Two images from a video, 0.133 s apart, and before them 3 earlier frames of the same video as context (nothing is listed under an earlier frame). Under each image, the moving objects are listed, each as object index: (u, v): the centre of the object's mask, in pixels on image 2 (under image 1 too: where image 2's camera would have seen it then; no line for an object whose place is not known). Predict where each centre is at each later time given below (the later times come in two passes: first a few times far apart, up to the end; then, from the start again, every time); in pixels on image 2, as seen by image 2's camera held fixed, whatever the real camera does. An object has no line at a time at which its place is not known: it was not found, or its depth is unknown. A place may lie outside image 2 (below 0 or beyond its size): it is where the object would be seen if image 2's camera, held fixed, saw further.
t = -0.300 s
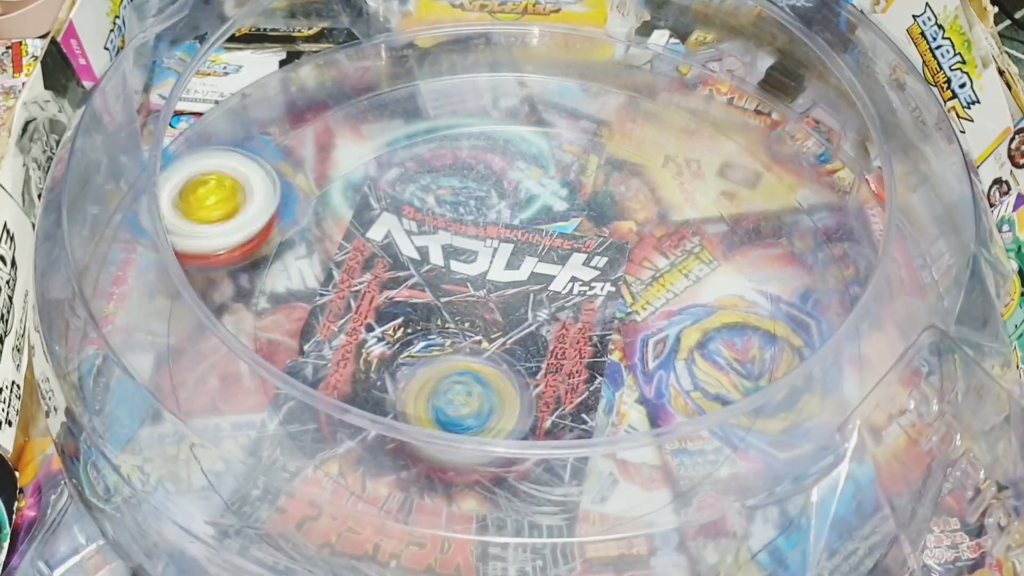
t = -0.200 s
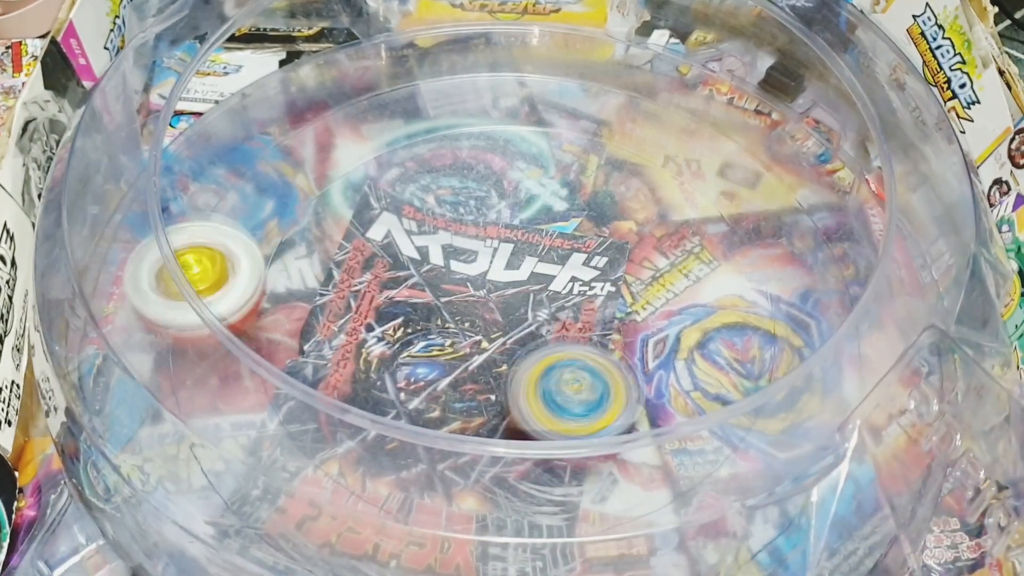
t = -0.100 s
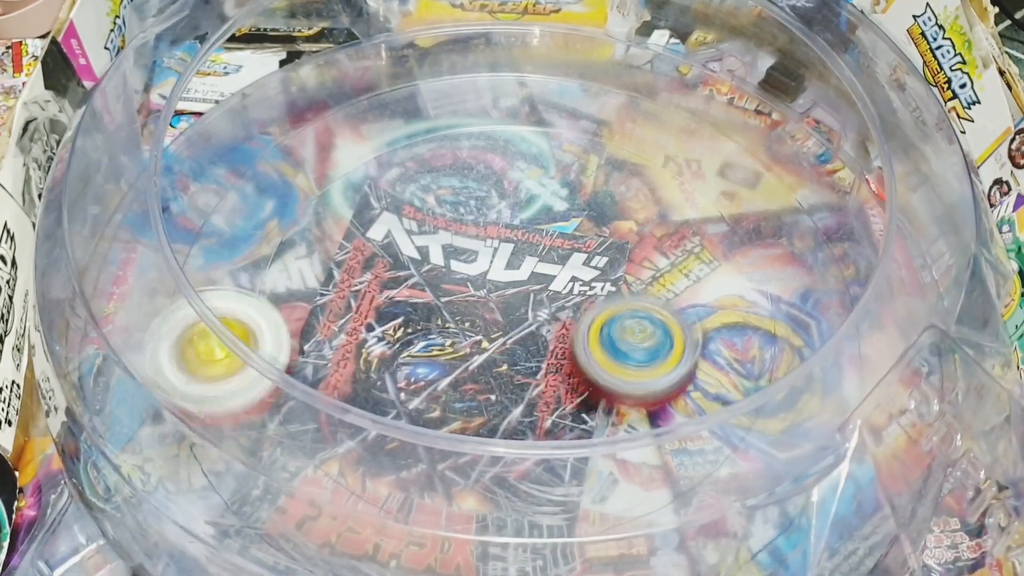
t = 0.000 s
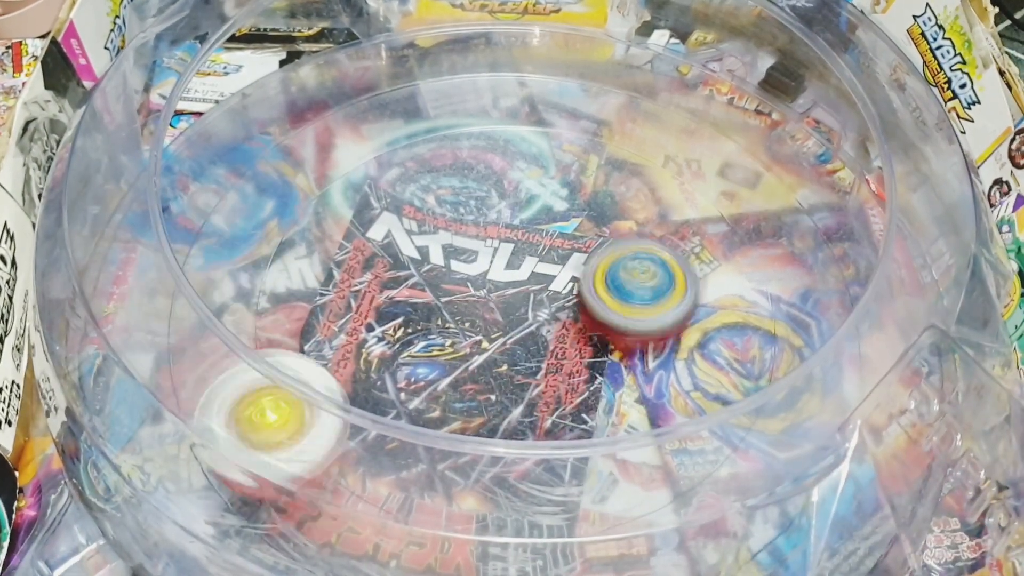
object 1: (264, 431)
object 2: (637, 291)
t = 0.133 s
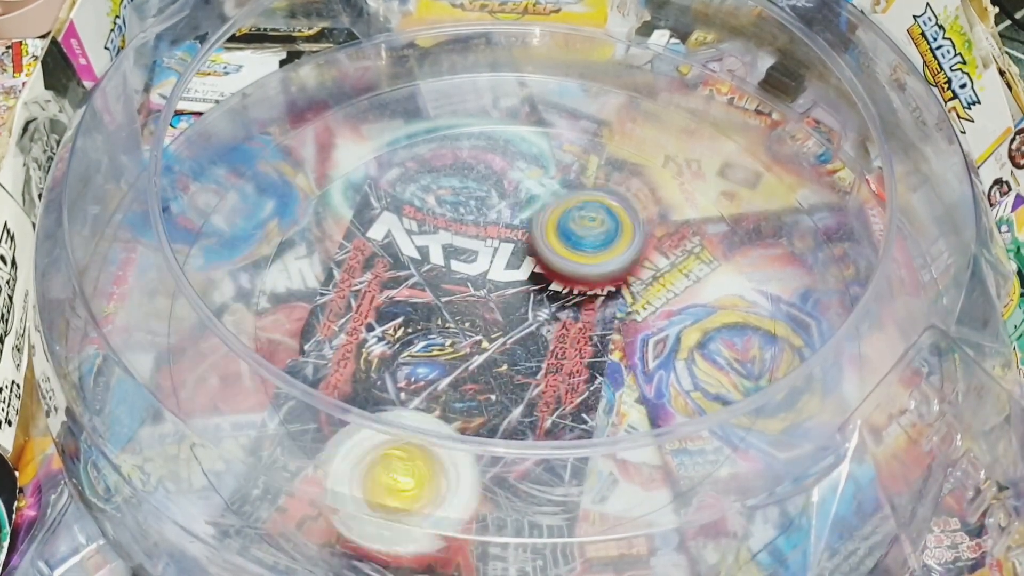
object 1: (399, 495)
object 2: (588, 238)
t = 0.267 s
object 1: (621, 470)
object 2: (512, 234)
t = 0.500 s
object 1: (783, 178)
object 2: (479, 333)
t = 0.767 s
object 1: (562, 31)
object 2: (590, 310)
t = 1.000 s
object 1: (311, 110)
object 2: (516, 270)
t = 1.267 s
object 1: (186, 337)
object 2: (525, 345)
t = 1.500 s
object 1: (371, 516)
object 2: (552, 297)
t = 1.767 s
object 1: (685, 524)
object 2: (525, 308)
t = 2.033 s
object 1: (836, 348)
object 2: (527, 320)
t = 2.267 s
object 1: (797, 186)
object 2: (522, 313)
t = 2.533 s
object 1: (632, 82)
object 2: (517, 313)
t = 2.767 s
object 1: (475, 70)
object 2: (519, 313)
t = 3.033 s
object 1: (328, 130)
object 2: (519, 311)
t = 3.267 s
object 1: (282, 289)
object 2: (521, 306)
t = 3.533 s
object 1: (690, 416)
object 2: (522, 305)
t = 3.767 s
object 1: (811, 180)
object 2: (524, 305)
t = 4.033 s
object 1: (683, 54)
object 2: (522, 306)
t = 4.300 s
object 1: (505, 103)
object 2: (527, 305)
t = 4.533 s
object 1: (372, 348)
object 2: (530, 305)
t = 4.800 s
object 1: (748, 483)
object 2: (529, 305)
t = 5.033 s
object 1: (843, 380)
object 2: (529, 307)
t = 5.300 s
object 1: (817, 266)
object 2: (528, 309)
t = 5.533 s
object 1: (751, 185)
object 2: (525, 311)
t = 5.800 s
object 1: (537, 137)
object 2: (524, 311)
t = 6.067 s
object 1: (374, 403)
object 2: (520, 314)
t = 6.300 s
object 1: (711, 411)
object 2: (521, 313)
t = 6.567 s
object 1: (580, 155)
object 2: (521, 312)
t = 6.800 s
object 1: (298, 246)
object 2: (523, 311)
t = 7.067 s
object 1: (531, 458)
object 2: (527, 306)
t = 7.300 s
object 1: (699, 234)
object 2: (523, 301)
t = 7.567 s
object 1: (426, 126)
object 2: (522, 304)
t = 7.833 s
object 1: (410, 397)
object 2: (524, 305)
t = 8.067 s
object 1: (737, 335)
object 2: (525, 307)
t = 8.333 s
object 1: (596, 132)
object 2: (529, 306)
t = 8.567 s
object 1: (352, 262)
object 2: (529, 304)
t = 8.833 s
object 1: (614, 453)
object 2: (527, 307)
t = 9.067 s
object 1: (720, 255)
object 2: (525, 308)
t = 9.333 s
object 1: (422, 175)
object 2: (526, 308)
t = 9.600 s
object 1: (397, 420)
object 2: (524, 307)
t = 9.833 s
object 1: (682, 361)
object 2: (519, 308)
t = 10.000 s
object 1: (656, 201)
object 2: (519, 311)
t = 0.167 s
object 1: (443, 502)
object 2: (570, 232)
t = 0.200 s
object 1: (504, 507)
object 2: (552, 228)
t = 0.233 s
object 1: (556, 496)
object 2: (531, 228)
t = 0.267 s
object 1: (621, 470)
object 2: (512, 234)
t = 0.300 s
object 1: (677, 444)
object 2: (495, 242)
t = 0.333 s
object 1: (719, 404)
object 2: (480, 254)
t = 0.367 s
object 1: (744, 351)
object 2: (470, 268)
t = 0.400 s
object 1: (776, 305)
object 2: (464, 284)
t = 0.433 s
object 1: (786, 263)
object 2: (464, 302)
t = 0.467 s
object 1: (786, 221)
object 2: (469, 318)
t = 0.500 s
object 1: (783, 178)
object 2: (479, 333)
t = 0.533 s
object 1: (777, 143)
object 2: (492, 344)
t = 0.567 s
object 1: (751, 115)
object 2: (509, 350)
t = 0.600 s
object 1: (721, 92)
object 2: (526, 352)
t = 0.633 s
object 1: (689, 68)
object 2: (545, 353)
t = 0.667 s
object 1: (661, 50)
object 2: (561, 347)
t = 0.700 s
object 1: (633, 35)
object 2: (574, 339)
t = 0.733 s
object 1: (601, 28)
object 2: (584, 326)
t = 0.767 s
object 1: (562, 31)
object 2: (590, 310)
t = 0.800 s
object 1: (528, 31)
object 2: (590, 297)
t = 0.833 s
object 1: (493, 34)
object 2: (585, 283)
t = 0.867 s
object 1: (460, 40)
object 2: (575, 273)
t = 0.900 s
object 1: (423, 48)
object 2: (563, 266)
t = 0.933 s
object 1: (385, 60)
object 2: (546, 263)
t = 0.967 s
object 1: (346, 85)
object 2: (530, 265)
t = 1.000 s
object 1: (311, 110)
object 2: (516, 270)
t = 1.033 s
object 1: (282, 135)
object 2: (503, 276)
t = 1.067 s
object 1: (257, 167)
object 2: (493, 286)
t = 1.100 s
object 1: (236, 188)
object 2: (488, 299)
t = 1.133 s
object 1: (222, 214)
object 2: (489, 311)
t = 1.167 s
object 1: (220, 243)
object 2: (493, 323)
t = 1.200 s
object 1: (195, 277)
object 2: (501, 334)
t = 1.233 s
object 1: (186, 306)
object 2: (512, 340)
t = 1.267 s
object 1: (186, 337)
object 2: (525, 345)
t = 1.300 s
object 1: (186, 381)
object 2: (539, 346)
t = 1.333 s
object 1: (211, 414)
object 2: (550, 343)
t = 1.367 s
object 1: (234, 440)
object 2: (561, 333)
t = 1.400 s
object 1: (265, 466)
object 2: (566, 325)
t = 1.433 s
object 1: (301, 491)
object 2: (566, 314)
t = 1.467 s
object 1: (334, 506)
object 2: (561, 305)
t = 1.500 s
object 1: (371, 516)
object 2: (552, 297)
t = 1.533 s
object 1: (409, 524)
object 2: (541, 296)
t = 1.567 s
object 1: (453, 528)
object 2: (532, 295)
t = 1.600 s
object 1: (494, 532)
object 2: (526, 296)
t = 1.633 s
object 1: (538, 533)
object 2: (523, 300)
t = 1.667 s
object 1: (575, 533)
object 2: (521, 301)
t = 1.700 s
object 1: (614, 532)
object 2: (521, 304)
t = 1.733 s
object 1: (652, 528)
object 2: (522, 306)
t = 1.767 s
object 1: (685, 524)
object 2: (525, 308)
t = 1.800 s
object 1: (725, 517)
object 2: (527, 310)
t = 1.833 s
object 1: (752, 506)
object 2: (529, 313)
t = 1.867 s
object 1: (778, 484)
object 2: (530, 315)
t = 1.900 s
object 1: (798, 460)
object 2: (529, 317)
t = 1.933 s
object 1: (814, 438)
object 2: (529, 319)
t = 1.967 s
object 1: (820, 404)
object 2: (528, 321)
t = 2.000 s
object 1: (828, 374)
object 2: (528, 321)
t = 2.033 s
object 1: (836, 348)
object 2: (527, 320)
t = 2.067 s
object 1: (836, 322)
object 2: (527, 319)
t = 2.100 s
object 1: (831, 297)
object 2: (527, 318)
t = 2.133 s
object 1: (823, 275)
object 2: (526, 316)
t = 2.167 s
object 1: (818, 252)
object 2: (525, 315)
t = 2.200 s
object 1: (814, 234)
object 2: (524, 314)
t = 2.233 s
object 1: (805, 208)
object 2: (523, 313)
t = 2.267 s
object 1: (797, 186)
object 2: (522, 313)
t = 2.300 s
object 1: (785, 169)
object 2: (521, 313)
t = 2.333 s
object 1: (773, 151)
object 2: (520, 314)
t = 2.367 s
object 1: (755, 135)
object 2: (520, 313)
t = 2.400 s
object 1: (730, 120)
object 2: (518, 313)
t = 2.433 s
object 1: (704, 109)
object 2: (518, 313)
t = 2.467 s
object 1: (681, 98)
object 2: (517, 313)
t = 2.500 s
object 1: (657, 91)
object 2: (517, 313)
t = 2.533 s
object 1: (632, 82)
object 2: (517, 313)
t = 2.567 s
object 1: (611, 77)
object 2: (517, 313)
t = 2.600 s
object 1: (589, 73)
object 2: (517, 312)
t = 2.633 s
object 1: (566, 70)
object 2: (518, 312)
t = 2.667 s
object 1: (543, 69)
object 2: (518, 312)
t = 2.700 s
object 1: (518, 68)
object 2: (519, 312)
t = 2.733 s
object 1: (496, 69)
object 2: (519, 312)
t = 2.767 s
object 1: (475, 70)
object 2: (519, 313)
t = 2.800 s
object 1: (453, 73)
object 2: (519, 313)
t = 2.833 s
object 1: (432, 77)
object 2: (519, 313)
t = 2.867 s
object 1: (412, 83)
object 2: (519, 313)
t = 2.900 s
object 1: (393, 90)
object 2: (518, 312)
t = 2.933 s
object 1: (376, 98)
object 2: (518, 312)
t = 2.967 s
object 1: (359, 108)
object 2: (518, 312)
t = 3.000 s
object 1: (342, 119)
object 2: (518, 311)
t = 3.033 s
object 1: (328, 130)
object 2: (519, 311)
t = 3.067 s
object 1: (316, 142)
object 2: (519, 311)
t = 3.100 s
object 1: (304, 156)
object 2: (520, 311)
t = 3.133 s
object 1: (295, 176)
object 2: (520, 310)
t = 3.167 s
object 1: (285, 195)
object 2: (520, 309)
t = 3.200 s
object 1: (277, 216)
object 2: (521, 308)
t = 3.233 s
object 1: (274, 248)
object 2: (521, 307)
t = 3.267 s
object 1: (282, 289)
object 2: (521, 306)
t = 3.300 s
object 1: (304, 324)
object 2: (521, 306)
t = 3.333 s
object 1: (336, 370)
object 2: (521, 305)
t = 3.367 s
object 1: (386, 413)
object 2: (521, 305)
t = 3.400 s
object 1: (447, 448)
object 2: (521, 305)
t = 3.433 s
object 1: (512, 458)
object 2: (522, 305)
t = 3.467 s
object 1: (579, 457)
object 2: (522, 305)
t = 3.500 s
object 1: (635, 434)
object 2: (522, 305)
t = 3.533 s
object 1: (690, 416)
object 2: (522, 305)
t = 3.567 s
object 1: (738, 382)
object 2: (522, 305)
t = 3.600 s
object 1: (763, 336)
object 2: (522, 305)
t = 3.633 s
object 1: (790, 297)
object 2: (522, 305)
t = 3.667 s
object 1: (809, 264)
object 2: (522, 305)
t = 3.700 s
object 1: (822, 236)
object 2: (523, 305)
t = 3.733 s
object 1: (825, 207)
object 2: (523, 305)
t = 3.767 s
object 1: (811, 180)
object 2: (524, 305)
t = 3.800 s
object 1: (793, 156)
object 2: (524, 305)
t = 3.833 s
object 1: (778, 131)
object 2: (524, 305)
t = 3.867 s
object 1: (758, 113)
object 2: (524, 305)
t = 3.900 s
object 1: (744, 96)
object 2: (523, 305)
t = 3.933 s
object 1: (731, 84)
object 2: (523, 306)
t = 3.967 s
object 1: (717, 73)
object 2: (523, 306)
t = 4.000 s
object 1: (704, 60)
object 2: (523, 306)
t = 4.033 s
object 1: (683, 54)
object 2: (522, 306)
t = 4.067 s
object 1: (661, 55)
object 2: (522, 306)
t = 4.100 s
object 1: (641, 55)
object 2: (522, 305)
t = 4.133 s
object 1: (620, 57)
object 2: (522, 305)
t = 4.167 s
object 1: (596, 64)
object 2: (523, 305)
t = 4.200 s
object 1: (571, 74)
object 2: (524, 305)
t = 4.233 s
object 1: (549, 81)
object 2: (525, 305)
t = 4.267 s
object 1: (528, 91)
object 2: (526, 305)
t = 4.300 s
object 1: (505, 103)
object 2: (527, 305)
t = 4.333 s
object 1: (478, 123)
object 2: (528, 306)
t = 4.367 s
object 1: (448, 147)
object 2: (529, 305)
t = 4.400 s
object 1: (419, 174)
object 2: (530, 305)
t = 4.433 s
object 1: (390, 211)
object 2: (530, 305)
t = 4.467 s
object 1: (371, 253)
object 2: (530, 305)
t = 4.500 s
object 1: (363, 303)
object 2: (530, 305)
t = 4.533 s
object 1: (372, 348)
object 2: (530, 305)
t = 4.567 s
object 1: (395, 396)
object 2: (530, 305)
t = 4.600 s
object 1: (436, 432)
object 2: (529, 304)
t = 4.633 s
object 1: (479, 467)
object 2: (529, 305)
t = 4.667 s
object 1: (539, 495)
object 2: (529, 305)
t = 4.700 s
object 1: (601, 503)
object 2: (529, 305)
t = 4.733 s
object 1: (663, 497)
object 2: (529, 305)
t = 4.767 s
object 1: (714, 491)
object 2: (529, 305)
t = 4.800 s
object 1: (748, 483)
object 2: (529, 305)
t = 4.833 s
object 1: (782, 477)
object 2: (529, 305)
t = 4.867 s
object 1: (800, 463)
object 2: (529, 305)
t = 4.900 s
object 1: (806, 448)
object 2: (528, 306)
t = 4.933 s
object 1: (821, 433)
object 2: (529, 306)
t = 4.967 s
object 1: (827, 413)
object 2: (529, 307)
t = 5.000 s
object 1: (837, 398)
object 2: (529, 307)
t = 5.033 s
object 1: (843, 380)
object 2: (529, 307)
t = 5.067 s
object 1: (844, 364)
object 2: (529, 308)
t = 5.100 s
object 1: (838, 347)
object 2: (529, 308)
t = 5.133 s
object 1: (836, 333)
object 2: (528, 308)
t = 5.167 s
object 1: (840, 325)
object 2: (528, 309)
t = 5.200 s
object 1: (838, 311)
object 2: (528, 309)
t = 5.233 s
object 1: (833, 296)
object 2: (528, 309)
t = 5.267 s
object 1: (819, 277)
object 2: (528, 309)
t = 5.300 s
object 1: (817, 266)
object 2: (528, 309)
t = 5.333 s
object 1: (813, 255)
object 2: (528, 310)
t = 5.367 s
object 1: (807, 245)
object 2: (527, 310)
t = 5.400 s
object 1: (798, 232)
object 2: (526, 310)
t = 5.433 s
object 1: (789, 220)
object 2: (526, 310)
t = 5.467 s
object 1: (778, 207)
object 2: (526, 311)
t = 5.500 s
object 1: (765, 195)
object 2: (525, 311)
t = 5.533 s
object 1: (751, 185)
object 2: (525, 311)
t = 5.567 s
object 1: (739, 176)
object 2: (526, 311)
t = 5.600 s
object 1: (725, 166)
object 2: (525, 311)
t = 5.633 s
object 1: (706, 156)
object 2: (525, 311)
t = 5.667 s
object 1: (683, 144)
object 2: (525, 311)
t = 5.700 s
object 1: (653, 135)
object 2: (525, 311)
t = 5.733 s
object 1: (618, 132)
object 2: (525, 311)
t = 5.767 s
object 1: (582, 132)
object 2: (525, 311)
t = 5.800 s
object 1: (537, 137)
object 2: (524, 311)
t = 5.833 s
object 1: (489, 152)
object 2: (524, 312)
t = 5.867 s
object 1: (448, 169)
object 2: (524, 312)
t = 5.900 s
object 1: (407, 193)
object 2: (523, 312)
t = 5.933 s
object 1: (373, 230)
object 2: (523, 313)
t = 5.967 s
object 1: (352, 270)
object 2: (522, 313)
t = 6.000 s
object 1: (344, 317)
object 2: (521, 314)
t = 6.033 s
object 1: (354, 353)
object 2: (520, 314)
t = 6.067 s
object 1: (374, 403)
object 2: (520, 314)
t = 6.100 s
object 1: (413, 444)
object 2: (520, 313)
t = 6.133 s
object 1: (457, 473)
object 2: (520, 312)
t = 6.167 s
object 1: (512, 496)
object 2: (519, 313)
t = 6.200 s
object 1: (581, 494)
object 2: (520, 312)
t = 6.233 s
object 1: (633, 473)
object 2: (520, 312)
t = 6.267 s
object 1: (674, 451)
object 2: (520, 312)
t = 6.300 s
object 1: (711, 411)
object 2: (521, 313)
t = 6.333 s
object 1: (729, 361)
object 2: (522, 314)
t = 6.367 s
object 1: (741, 335)
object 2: (522, 314)
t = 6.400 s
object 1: (738, 295)
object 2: (521, 314)
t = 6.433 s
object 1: (722, 258)
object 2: (521, 314)
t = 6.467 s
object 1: (699, 223)
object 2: (520, 314)
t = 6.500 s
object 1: (662, 192)
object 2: (520, 313)
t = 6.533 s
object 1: (625, 173)
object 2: (520, 312)
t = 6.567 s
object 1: (580, 155)
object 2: (521, 312)
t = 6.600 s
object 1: (534, 146)
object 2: (521, 311)
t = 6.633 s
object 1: (482, 143)
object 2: (522, 311)
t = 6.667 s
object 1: (437, 151)
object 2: (522, 311)
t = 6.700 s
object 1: (391, 166)
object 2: (522, 311)
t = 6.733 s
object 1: (353, 188)
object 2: (522, 311)
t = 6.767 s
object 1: (321, 213)
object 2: (522, 311)
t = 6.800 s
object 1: (298, 246)
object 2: (523, 311)
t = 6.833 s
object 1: (286, 281)
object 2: (523, 311)
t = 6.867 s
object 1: (291, 315)
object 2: (524, 310)
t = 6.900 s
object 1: (304, 357)
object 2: (524, 310)
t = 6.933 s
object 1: (329, 394)
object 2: (525, 311)
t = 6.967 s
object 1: (365, 428)
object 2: (525, 309)
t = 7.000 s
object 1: (418, 450)
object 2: (526, 309)
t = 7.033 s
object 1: (475, 460)
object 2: (527, 308)
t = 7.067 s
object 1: (531, 458)
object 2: (527, 306)
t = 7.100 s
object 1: (585, 440)
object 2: (527, 305)
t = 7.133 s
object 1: (633, 415)
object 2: (526, 305)
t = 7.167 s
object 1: (667, 379)
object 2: (525, 303)
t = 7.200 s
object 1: (695, 351)
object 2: (525, 302)
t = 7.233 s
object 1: (710, 309)
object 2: (525, 301)
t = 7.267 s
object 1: (709, 268)
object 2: (524, 301)
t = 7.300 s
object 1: (699, 234)
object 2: (523, 301)
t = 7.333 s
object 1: (681, 199)
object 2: (523, 302)
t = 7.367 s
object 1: (657, 165)
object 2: (522, 302)
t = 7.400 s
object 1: (623, 141)
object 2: (522, 302)
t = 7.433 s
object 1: (593, 124)
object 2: (521, 303)
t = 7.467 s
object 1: (554, 112)
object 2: (521, 303)
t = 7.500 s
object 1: (510, 106)
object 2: (521, 303)
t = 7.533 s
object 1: (469, 112)
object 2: (522, 304)
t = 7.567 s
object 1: (426, 126)
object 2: (522, 304)
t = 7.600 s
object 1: (391, 144)
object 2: (522, 305)
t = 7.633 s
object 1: (357, 169)
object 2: (523, 304)
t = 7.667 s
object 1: (337, 202)
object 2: (523, 305)
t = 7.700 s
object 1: (322, 239)
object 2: (524, 305)
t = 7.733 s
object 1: (323, 280)
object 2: (524, 305)
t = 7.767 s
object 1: (337, 329)
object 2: (524, 305)
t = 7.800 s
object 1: (364, 364)
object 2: (524, 305)
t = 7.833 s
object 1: (410, 397)
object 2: (524, 305)
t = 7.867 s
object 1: (460, 421)
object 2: (524, 305)
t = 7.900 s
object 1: (516, 432)
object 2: (524, 305)
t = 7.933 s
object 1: (575, 430)
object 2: (524, 305)
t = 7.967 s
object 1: (628, 414)
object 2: (524, 305)
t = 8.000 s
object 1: (668, 387)
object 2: (525, 306)
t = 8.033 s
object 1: (711, 361)
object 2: (525, 306)
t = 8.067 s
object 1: (737, 335)
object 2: (525, 307)
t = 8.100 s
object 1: (752, 300)
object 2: (526, 307)
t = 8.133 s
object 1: (756, 264)
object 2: (526, 307)
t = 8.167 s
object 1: (746, 230)
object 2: (527, 306)
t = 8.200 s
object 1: (731, 204)
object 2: (528, 306)
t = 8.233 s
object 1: (704, 176)
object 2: (529, 306)
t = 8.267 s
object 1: (665, 156)
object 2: (529, 306)
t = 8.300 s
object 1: (633, 141)
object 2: (529, 306)
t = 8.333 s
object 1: (596, 132)
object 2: (529, 306)
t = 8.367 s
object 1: (552, 130)
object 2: (529, 306)
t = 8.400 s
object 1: (512, 134)
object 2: (529, 305)
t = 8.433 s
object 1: (467, 150)
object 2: (529, 305)
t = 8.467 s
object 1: (430, 162)
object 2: (529, 305)
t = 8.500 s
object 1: (398, 191)
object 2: (529, 305)
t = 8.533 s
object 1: (370, 225)
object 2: (529, 305)
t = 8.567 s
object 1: (352, 262)
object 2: (529, 304)
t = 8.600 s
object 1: (349, 303)
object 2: (529, 305)
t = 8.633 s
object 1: (358, 343)
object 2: (529, 305)
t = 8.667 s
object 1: (382, 383)
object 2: (528, 305)
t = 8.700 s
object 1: (415, 419)
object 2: (528, 306)
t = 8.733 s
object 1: (463, 436)
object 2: (528, 306)
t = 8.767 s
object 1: (514, 457)
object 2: (527, 306)
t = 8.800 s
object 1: (561, 461)
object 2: (527, 306)
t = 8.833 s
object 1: (614, 453)
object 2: (527, 307)
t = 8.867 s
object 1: (653, 430)
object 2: (526, 306)
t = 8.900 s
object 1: (690, 412)
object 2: (526, 307)
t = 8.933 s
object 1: (715, 381)
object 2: (526, 307)
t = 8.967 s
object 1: (728, 351)
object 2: (526, 307)
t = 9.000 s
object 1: (741, 319)
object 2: (525, 308)
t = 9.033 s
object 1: (734, 282)
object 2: (525, 308)
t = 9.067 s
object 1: (720, 255)
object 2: (525, 308)
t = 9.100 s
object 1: (699, 225)
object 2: (525, 308)
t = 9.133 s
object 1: (664, 201)
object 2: (526, 308)
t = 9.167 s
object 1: (633, 180)
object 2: (526, 308)
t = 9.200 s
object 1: (593, 163)
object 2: (526, 308)
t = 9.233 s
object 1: (551, 157)
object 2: (526, 308)
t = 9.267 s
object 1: (502, 160)
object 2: (526, 308)
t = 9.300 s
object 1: (459, 160)
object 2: (526, 308)
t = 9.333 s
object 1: (422, 175)
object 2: (526, 308)
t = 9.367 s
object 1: (383, 196)
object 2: (526, 307)
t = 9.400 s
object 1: (352, 224)
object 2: (526, 307)
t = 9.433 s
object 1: (333, 254)
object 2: (526, 307)
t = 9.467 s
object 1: (322, 290)
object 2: (527, 307)
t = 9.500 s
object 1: (323, 328)
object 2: (526, 308)
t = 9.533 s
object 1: (342, 352)
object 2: (525, 308)
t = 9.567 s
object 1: (365, 393)
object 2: (525, 308)
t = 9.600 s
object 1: (397, 420)
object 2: (524, 307)
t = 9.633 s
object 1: (445, 433)
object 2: (523, 307)
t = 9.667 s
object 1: (491, 439)
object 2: (522, 307)
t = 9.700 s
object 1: (541, 441)
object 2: (521, 307)
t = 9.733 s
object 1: (590, 432)
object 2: (519, 308)
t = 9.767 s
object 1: (624, 412)
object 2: (519, 308)
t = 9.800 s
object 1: (660, 382)
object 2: (519, 308)
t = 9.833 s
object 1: (682, 361)
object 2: (519, 308)
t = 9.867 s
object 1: (698, 326)
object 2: (519, 309)
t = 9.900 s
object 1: (701, 290)
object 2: (518, 310)
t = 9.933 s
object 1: (695, 261)
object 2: (518, 310)
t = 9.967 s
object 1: (682, 227)
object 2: (519, 311)
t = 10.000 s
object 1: (656, 201)
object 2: (519, 311)
